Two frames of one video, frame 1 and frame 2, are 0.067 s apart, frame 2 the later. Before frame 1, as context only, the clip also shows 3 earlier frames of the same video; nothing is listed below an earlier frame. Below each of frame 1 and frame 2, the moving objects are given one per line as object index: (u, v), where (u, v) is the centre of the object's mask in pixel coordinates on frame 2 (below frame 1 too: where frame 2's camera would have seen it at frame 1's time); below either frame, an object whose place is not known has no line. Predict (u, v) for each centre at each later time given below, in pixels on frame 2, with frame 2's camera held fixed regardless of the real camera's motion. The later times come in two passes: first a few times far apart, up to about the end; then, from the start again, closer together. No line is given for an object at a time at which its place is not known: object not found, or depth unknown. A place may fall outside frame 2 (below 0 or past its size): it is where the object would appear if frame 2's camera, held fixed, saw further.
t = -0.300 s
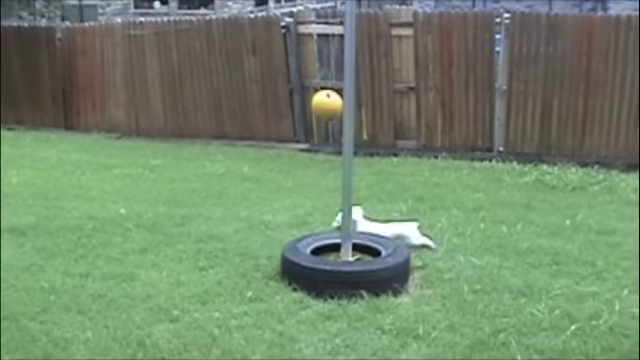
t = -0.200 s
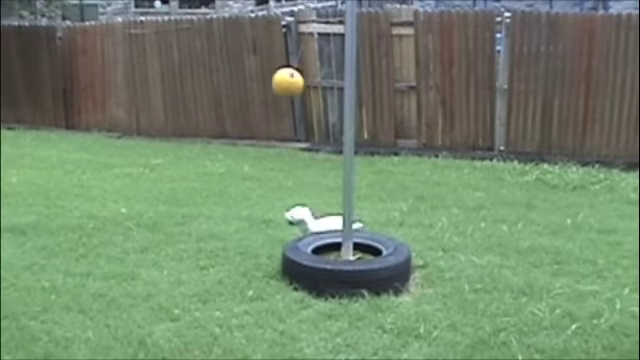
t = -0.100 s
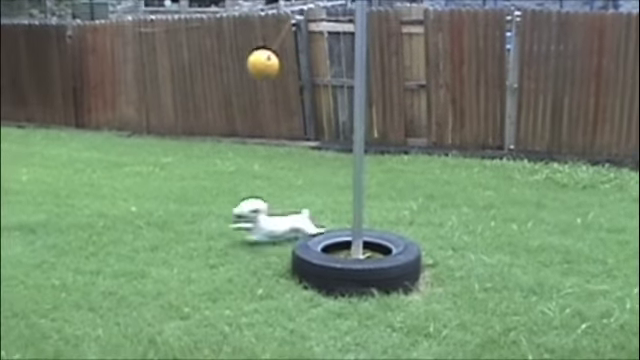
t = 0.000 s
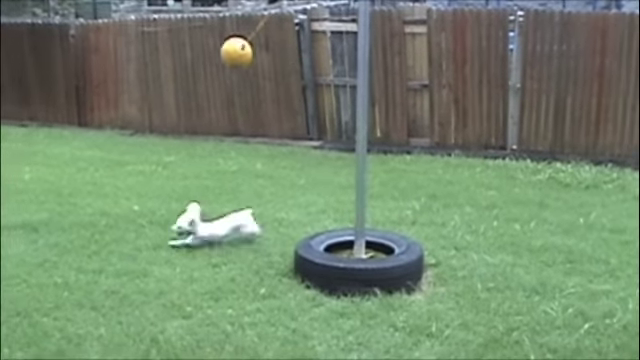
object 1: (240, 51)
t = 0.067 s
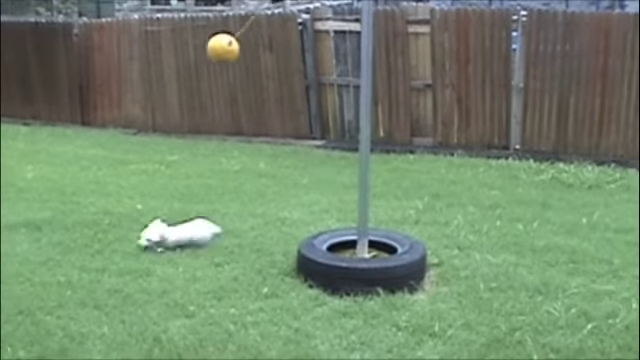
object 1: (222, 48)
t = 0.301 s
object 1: (185, 68)
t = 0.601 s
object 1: (219, 153)
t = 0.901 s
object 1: (390, 192)
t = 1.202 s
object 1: (550, 124)
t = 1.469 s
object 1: (575, 92)
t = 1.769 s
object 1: (498, 125)
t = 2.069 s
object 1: (344, 149)
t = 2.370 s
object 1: (217, 107)
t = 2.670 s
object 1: (186, 90)
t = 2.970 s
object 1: (265, 154)
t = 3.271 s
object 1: (421, 174)
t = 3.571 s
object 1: (474, 102)
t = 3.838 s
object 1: (440, 91)
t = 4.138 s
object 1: (349, 145)
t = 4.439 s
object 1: (293, 145)
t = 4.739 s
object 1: (328, 128)
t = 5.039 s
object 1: (389, 166)
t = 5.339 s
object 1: (380, 109)
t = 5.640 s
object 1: (339, 110)
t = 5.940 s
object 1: (321, 141)
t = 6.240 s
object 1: (324, 142)
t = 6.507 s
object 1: (333, 142)
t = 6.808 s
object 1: (341, 149)
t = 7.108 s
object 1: (382, 152)
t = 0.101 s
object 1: (215, 48)
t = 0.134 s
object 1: (208, 49)
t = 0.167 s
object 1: (202, 50)
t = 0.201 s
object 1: (196, 54)
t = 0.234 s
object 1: (191, 58)
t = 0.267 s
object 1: (187, 63)
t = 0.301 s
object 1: (185, 68)
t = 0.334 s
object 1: (183, 75)
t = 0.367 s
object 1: (182, 83)
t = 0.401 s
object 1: (183, 91)
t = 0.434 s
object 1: (185, 100)
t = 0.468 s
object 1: (188, 110)
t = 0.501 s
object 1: (193, 121)
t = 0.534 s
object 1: (199, 131)
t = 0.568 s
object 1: (208, 142)
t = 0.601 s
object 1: (219, 153)
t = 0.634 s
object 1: (231, 162)
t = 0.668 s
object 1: (245, 170)
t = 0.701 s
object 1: (262, 178)
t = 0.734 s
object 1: (281, 184)
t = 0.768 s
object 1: (300, 190)
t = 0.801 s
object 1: (321, 193)
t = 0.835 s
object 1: (344, 195)
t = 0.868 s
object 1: (367, 195)
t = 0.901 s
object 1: (390, 192)
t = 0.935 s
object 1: (414, 188)
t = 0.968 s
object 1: (436, 183)
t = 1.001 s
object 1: (457, 176)
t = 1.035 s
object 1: (477, 168)
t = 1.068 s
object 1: (495, 159)
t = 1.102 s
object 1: (511, 150)
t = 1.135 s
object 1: (526, 141)
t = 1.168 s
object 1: (539, 133)
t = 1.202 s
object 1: (550, 124)
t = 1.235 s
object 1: (559, 117)
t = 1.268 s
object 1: (566, 110)
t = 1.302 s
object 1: (571, 104)
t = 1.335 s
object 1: (574, 99)
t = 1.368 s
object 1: (577, 96)
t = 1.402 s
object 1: (577, 94)
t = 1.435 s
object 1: (576, 92)
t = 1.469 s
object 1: (575, 92)
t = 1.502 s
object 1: (571, 92)
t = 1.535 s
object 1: (567, 94)
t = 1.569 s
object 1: (561, 97)
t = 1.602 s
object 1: (553, 101)
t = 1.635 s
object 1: (545, 105)
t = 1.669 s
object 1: (536, 108)
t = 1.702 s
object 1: (524, 115)
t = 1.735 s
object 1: (512, 120)
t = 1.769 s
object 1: (498, 125)
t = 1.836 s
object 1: (470, 134)
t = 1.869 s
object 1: (453, 139)
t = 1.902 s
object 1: (437, 143)
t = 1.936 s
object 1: (418, 146)
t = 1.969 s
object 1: (401, 148)
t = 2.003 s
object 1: (384, 149)
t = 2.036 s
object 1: (370, 149)
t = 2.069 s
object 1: (344, 149)
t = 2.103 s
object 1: (328, 147)
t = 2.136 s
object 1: (311, 144)
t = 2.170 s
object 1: (294, 140)
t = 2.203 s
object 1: (278, 136)
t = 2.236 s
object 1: (264, 131)
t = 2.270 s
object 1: (251, 125)
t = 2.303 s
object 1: (238, 119)
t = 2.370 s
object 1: (217, 107)
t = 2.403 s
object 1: (209, 101)
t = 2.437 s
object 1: (201, 98)
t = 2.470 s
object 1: (195, 93)
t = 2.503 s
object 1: (191, 90)
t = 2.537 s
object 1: (187, 88)
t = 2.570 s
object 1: (186, 87)
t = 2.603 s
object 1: (185, 87)
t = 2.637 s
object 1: (185, 88)
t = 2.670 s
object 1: (186, 90)
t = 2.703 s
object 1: (189, 93)
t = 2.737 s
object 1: (193, 98)
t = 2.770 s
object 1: (199, 103)
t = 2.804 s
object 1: (206, 110)
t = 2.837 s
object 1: (214, 120)
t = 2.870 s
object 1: (225, 129)
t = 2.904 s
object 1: (237, 137)
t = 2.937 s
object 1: (250, 146)
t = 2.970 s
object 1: (265, 154)
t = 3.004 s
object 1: (281, 163)
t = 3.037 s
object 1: (299, 170)
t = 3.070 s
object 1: (316, 176)
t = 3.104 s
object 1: (335, 180)
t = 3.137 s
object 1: (354, 183)
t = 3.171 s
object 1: (372, 183)
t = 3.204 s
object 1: (390, 182)
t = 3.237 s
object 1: (406, 178)
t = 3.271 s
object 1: (421, 174)
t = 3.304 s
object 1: (434, 167)
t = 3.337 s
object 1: (446, 159)
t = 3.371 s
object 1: (455, 151)
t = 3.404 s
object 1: (462, 141)
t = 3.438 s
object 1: (467, 133)
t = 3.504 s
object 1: (473, 115)
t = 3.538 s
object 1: (473, 108)
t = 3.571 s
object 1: (474, 102)
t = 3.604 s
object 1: (473, 97)
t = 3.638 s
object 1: (470, 92)
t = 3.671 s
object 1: (467, 89)
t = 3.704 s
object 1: (462, 87)
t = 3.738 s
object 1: (458, 87)
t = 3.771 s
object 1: (453, 87)
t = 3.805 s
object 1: (447, 89)
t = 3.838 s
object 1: (440, 91)
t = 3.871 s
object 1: (433, 96)
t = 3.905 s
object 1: (424, 101)
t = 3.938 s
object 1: (416, 106)
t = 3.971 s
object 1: (407, 112)
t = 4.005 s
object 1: (396, 119)
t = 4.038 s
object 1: (387, 125)
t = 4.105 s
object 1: (369, 139)
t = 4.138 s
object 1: (349, 145)
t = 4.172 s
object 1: (343, 150)
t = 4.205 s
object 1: (333, 154)
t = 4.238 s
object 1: (324, 157)
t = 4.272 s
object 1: (316, 158)
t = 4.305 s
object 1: (308, 158)
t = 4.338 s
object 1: (302, 157)
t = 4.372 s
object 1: (298, 154)
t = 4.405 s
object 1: (294, 150)
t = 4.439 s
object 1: (293, 145)
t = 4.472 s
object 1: (293, 141)
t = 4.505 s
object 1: (294, 136)
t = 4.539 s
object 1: (296, 132)
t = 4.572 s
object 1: (300, 128)
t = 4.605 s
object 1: (305, 126)
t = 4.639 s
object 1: (310, 125)
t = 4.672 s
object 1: (316, 125)
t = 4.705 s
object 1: (321, 126)
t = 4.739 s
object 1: (328, 128)
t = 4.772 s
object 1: (336, 133)
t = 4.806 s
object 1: (343, 137)
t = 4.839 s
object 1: (351, 143)
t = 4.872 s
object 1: (359, 148)
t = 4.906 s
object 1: (366, 153)
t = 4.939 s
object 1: (373, 158)
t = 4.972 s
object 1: (379, 163)
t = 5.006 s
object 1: (385, 165)
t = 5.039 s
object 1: (389, 166)
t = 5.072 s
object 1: (392, 166)
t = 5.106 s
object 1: (394, 162)
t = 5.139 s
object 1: (395, 157)
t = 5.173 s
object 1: (394, 150)
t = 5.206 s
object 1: (391, 142)
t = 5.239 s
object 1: (389, 134)
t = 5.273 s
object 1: (386, 125)
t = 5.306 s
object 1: (383, 118)
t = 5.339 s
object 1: (380, 109)
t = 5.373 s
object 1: (378, 104)
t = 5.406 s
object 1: (369, 99)
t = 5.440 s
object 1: (359, 95)
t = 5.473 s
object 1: (355, 95)
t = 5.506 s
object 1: (348, 95)
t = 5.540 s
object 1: (346, 96)
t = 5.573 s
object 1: (345, 99)
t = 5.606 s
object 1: (342, 105)
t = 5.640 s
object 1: (339, 110)
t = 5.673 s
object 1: (337, 117)
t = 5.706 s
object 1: (335, 125)
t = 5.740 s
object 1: (336, 133)
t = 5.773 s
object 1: (338, 142)
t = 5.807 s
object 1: (339, 149)
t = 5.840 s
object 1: (340, 154)
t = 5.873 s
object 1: (334, 151)
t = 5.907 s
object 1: (327, 145)
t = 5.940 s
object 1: (321, 141)
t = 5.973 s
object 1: (317, 137)
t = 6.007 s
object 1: (314, 134)
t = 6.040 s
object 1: (312, 133)
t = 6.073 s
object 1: (311, 132)
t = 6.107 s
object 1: (312, 132)
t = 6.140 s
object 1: (314, 133)
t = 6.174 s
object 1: (317, 135)
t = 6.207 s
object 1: (320, 138)
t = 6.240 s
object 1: (324, 142)
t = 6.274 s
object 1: (330, 146)
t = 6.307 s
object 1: (336, 151)
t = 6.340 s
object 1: (339, 155)
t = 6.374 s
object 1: (336, 153)
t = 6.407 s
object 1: (333, 149)
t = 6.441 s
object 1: (332, 146)
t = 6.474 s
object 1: (332, 144)
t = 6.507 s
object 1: (333, 142)
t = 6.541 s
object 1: (334, 143)
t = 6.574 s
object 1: (335, 144)
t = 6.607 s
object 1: (337, 147)
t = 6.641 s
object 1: (339, 151)
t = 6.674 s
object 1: (337, 151)
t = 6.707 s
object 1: (337, 152)
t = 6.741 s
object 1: (337, 152)
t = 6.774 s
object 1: (339, 151)
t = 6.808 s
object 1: (341, 149)
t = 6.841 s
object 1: (343, 149)
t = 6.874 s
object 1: (345, 150)
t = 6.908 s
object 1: (347, 151)
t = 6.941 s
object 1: (353, 152)
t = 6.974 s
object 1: (358, 153)
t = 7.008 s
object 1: (367, 153)
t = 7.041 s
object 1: (373, 151)
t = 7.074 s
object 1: (379, 152)
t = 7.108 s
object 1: (382, 152)
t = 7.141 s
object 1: (385, 152)
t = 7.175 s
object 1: (388, 154)
